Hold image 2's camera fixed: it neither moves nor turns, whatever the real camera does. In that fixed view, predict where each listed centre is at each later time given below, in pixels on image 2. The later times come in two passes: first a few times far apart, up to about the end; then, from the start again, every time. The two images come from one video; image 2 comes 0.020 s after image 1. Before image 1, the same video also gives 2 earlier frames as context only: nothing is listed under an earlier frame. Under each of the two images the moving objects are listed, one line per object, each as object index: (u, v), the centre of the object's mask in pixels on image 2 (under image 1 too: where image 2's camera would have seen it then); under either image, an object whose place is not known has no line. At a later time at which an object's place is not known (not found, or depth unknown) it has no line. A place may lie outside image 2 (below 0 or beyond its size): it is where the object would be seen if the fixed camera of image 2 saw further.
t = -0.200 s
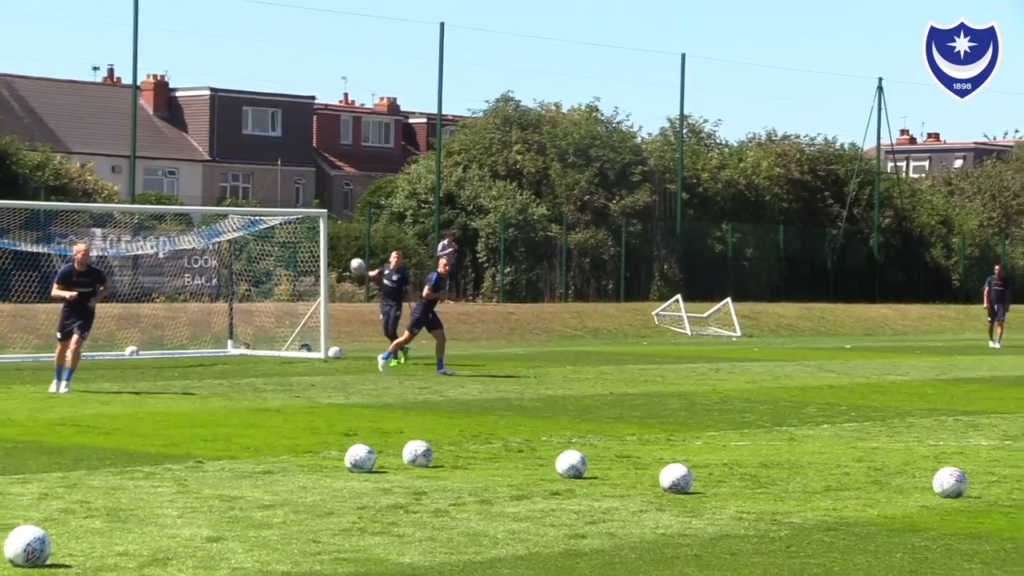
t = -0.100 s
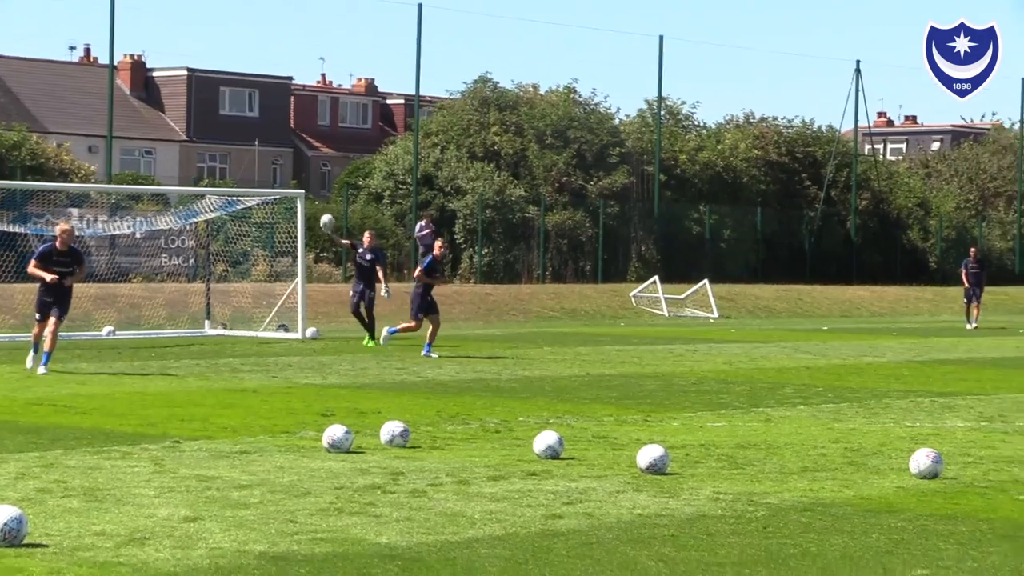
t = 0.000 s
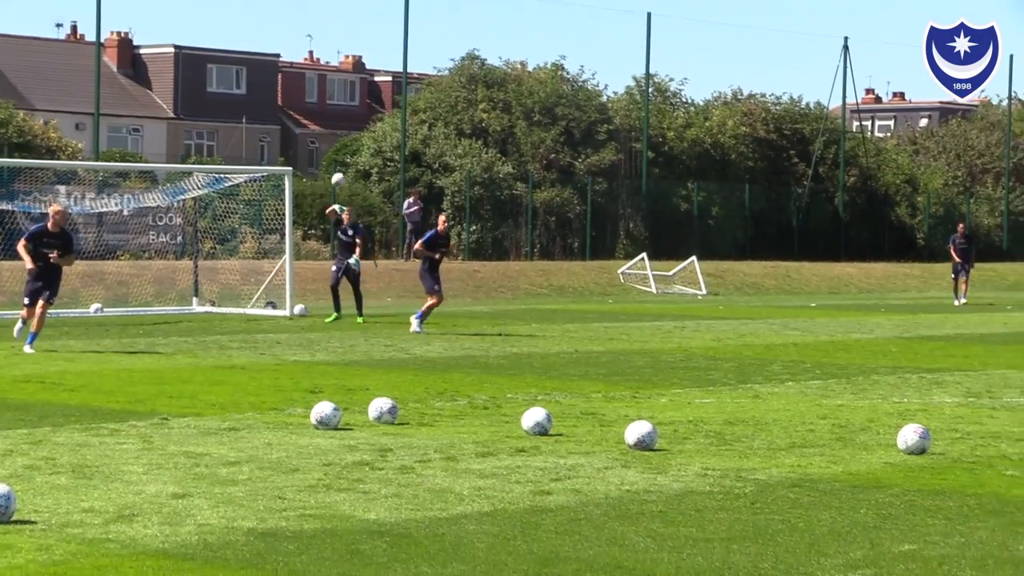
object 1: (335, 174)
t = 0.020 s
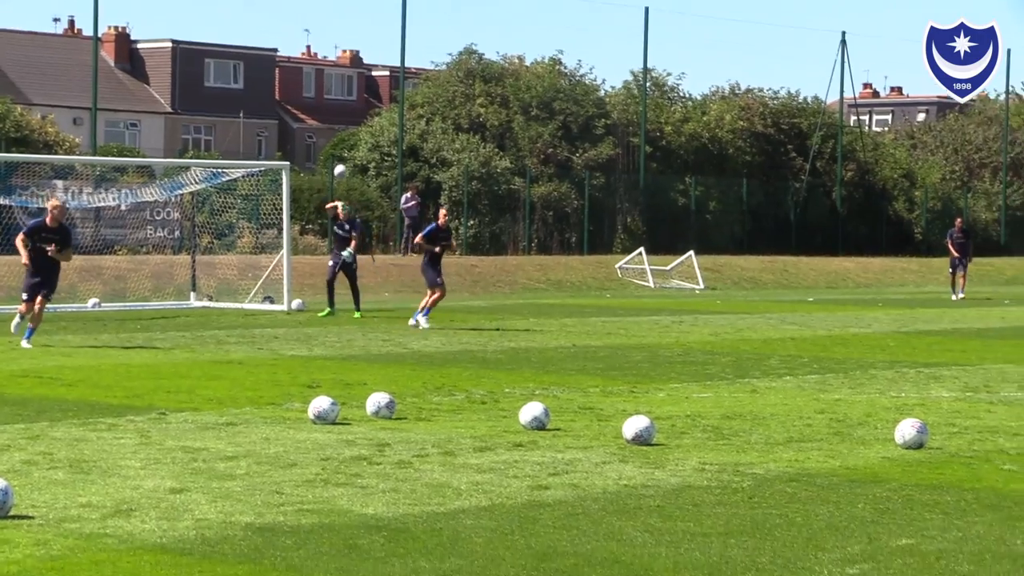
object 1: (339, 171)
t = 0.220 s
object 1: (392, 154)
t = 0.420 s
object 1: (445, 162)
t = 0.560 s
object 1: (485, 186)
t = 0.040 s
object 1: (346, 169)
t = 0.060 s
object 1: (351, 166)
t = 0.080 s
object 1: (356, 164)
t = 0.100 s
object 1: (360, 162)
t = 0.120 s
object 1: (364, 160)
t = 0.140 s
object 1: (370, 158)
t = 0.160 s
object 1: (376, 157)
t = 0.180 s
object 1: (381, 155)
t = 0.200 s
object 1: (387, 154)
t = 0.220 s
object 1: (392, 154)
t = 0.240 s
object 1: (397, 154)
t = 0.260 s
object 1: (402, 154)
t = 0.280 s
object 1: (408, 154)
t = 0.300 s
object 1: (413, 154)
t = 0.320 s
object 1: (418, 155)
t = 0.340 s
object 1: (423, 156)
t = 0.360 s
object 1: (429, 157)
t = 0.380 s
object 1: (434, 159)
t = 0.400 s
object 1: (440, 161)
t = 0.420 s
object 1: (445, 162)
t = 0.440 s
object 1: (452, 165)
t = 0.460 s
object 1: (457, 168)
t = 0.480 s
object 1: (462, 170)
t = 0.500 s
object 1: (468, 175)
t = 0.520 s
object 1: (474, 178)
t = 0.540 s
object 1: (479, 182)
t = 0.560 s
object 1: (485, 186)
